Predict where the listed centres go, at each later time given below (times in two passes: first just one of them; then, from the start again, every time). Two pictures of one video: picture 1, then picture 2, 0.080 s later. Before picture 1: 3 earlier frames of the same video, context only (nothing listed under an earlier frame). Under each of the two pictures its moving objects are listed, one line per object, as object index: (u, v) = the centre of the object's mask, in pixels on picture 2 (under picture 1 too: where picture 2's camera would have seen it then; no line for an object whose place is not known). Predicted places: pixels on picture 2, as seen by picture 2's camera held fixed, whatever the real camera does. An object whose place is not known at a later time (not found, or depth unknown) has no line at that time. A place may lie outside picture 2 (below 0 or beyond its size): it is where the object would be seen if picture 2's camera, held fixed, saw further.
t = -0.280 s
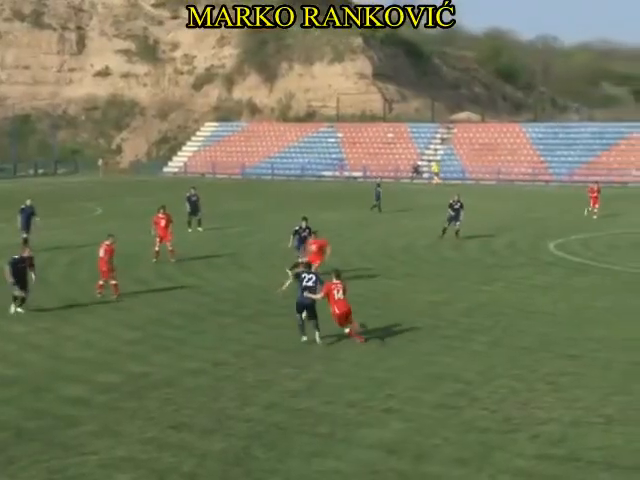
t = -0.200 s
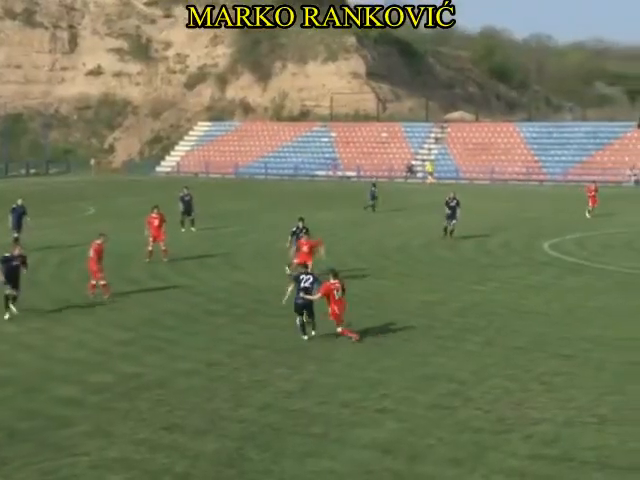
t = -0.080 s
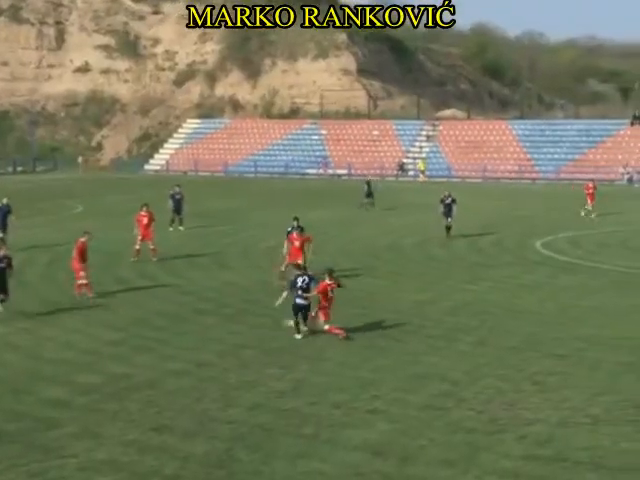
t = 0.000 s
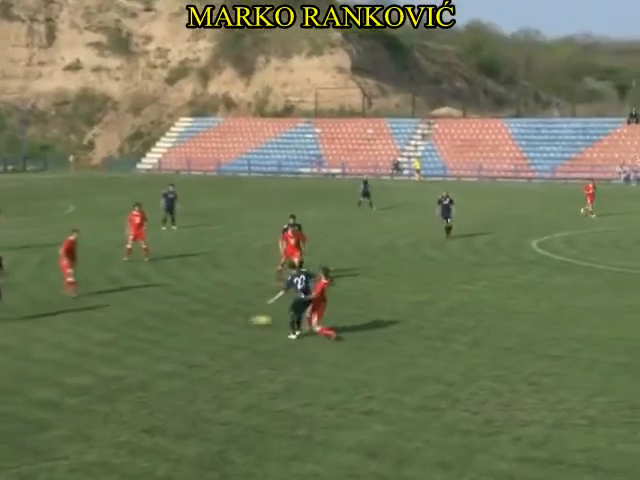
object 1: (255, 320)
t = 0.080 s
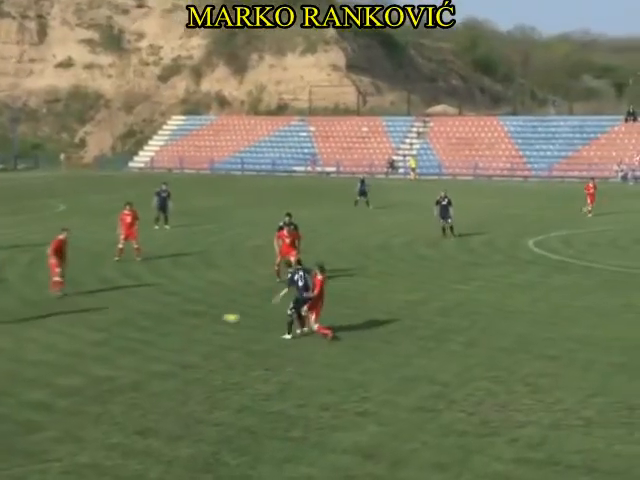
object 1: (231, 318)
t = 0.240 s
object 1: (191, 313)
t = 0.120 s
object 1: (220, 316)
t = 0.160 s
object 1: (210, 315)
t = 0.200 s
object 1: (200, 314)
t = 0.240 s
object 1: (191, 313)
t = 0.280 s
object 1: (182, 312)
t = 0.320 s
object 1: (173, 311)
